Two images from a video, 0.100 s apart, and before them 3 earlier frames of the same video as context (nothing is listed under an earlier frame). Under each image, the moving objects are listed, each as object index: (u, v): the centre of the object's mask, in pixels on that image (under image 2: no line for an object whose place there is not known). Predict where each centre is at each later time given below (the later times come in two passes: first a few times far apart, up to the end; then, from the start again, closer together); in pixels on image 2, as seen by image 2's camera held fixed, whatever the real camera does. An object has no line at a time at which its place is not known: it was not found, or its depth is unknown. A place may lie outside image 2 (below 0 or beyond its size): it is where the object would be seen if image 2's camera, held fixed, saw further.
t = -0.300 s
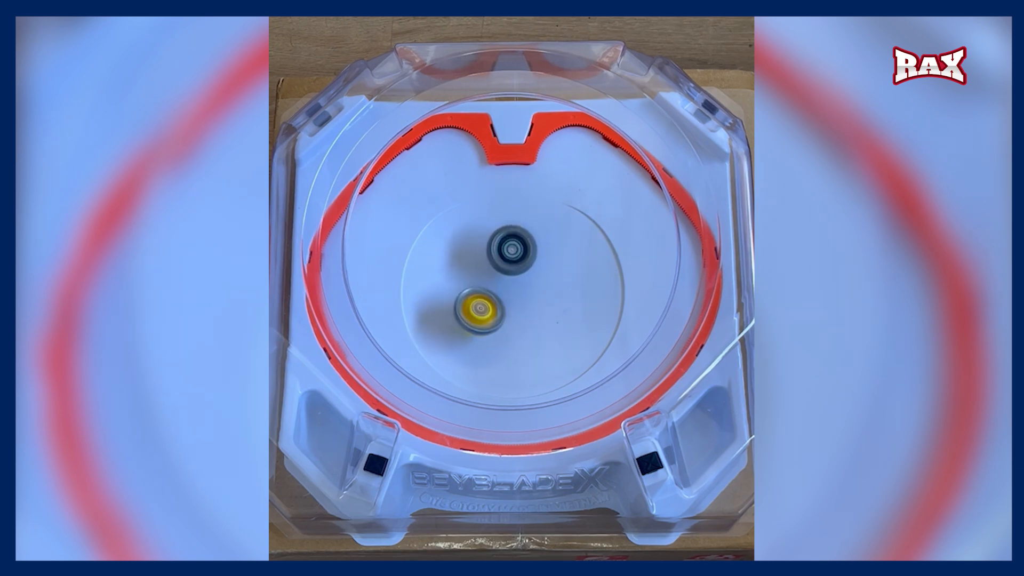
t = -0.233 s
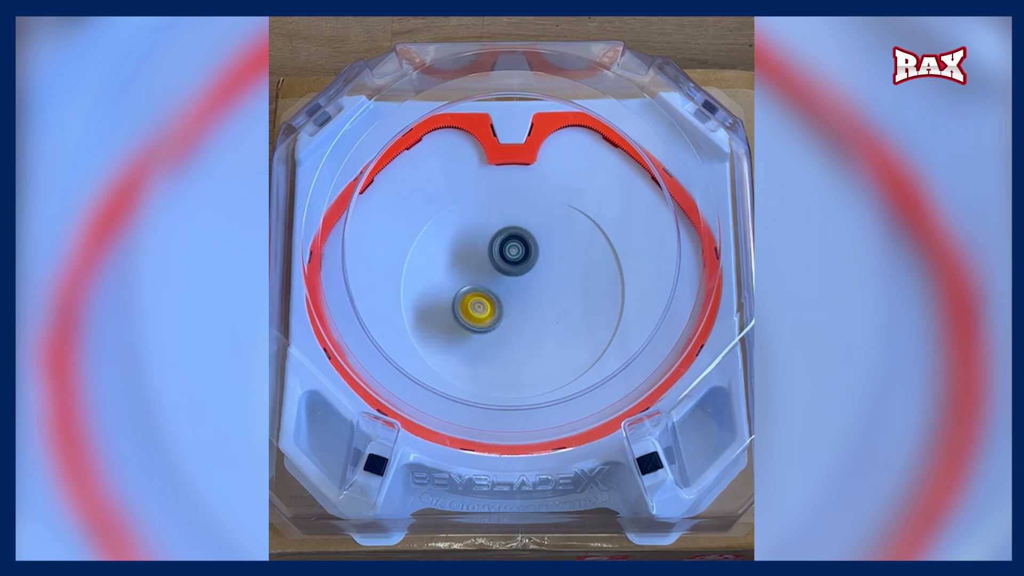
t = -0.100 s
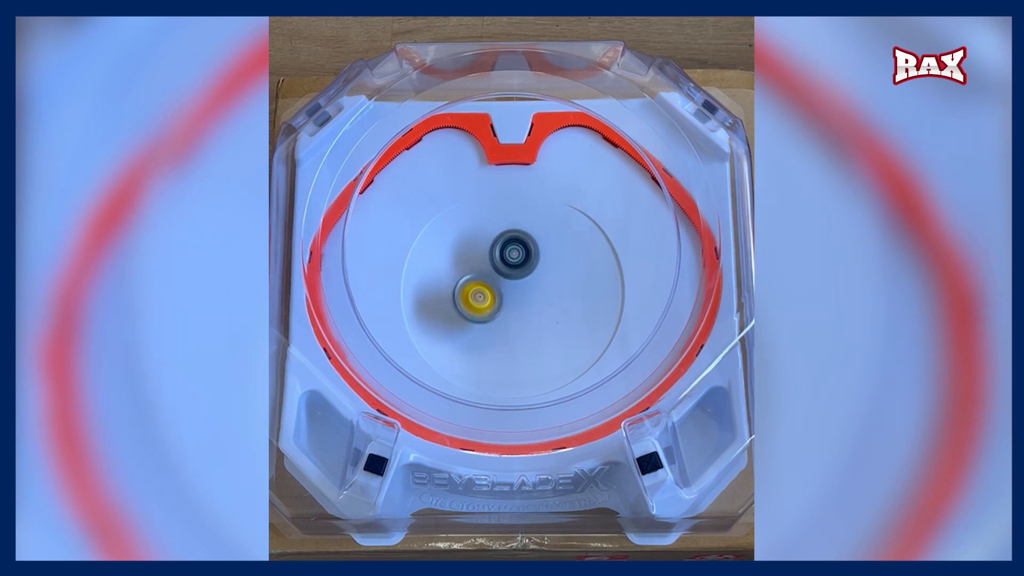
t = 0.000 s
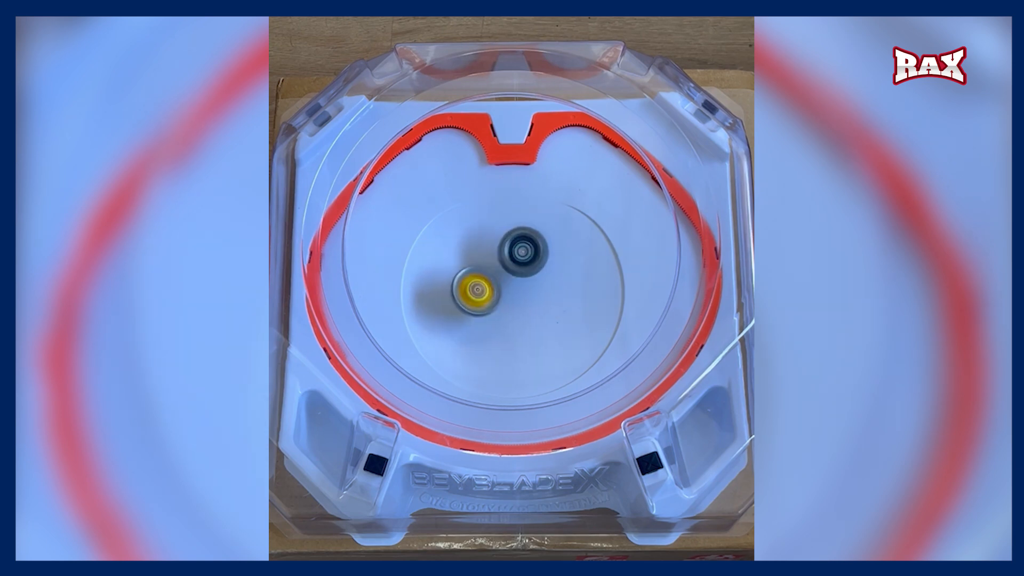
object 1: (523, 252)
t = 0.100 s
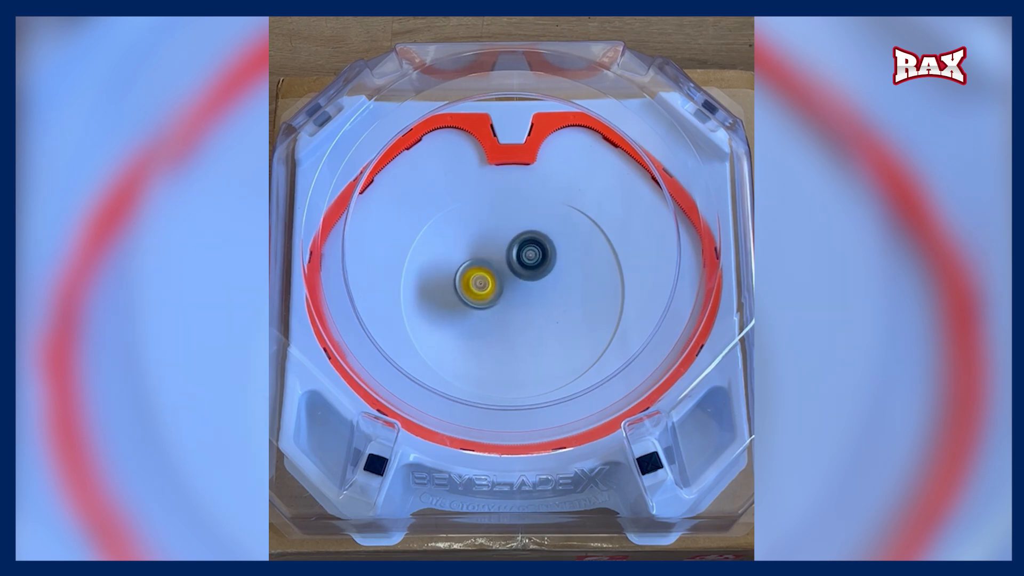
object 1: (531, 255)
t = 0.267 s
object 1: (556, 261)
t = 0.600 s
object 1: (575, 277)
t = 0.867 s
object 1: (571, 299)
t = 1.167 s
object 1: (608, 349)
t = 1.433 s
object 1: (536, 257)
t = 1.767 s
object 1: (494, 263)
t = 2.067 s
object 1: (513, 252)
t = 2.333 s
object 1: (541, 248)
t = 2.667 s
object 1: (563, 275)
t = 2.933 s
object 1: (547, 301)
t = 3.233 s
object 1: (605, 230)
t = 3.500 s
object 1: (606, 188)
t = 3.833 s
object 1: (623, 182)
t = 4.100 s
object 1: (614, 200)
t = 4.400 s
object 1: (558, 213)
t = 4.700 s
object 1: (482, 213)
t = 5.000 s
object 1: (440, 215)
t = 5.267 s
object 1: (440, 235)
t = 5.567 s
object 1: (465, 287)
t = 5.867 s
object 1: (489, 339)
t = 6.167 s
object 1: (503, 359)
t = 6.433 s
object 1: (518, 341)
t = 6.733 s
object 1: (547, 298)
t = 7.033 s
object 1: (578, 264)
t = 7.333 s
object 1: (581, 257)
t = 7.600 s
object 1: (553, 261)
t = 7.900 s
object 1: (505, 256)
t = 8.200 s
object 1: (478, 242)
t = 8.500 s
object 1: (485, 247)
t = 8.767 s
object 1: (500, 274)
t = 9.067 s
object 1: (480, 291)
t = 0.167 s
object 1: (534, 259)
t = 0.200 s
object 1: (543, 258)
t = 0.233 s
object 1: (551, 259)
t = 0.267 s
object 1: (556, 261)
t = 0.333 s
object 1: (561, 264)
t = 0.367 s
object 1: (562, 265)
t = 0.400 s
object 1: (564, 265)
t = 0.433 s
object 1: (566, 265)
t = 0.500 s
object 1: (573, 268)
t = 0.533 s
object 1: (575, 271)
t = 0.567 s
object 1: (575, 274)
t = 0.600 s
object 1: (575, 277)
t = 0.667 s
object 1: (572, 282)
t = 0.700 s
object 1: (571, 285)
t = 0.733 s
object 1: (575, 289)
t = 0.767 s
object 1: (577, 293)
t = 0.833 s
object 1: (573, 298)
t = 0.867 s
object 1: (571, 299)
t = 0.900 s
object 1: (568, 301)
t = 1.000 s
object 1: (591, 343)
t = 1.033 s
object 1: (605, 364)
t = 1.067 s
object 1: (617, 386)
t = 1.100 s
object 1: (621, 389)
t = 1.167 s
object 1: (608, 349)
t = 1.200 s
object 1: (602, 332)
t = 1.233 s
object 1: (594, 317)
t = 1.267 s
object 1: (587, 301)
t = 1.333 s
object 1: (567, 276)
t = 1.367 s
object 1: (556, 267)
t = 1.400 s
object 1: (546, 261)
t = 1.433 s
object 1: (536, 257)
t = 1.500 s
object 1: (515, 252)
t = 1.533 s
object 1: (506, 249)
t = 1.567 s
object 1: (497, 246)
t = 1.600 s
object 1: (490, 243)
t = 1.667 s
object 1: (483, 244)
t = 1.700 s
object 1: (487, 251)
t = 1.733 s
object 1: (491, 257)
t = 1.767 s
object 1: (494, 263)
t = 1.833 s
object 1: (499, 267)
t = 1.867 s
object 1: (501, 266)
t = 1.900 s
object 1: (502, 264)
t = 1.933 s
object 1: (504, 261)
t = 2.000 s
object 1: (508, 257)
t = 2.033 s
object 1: (510, 254)
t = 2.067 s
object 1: (513, 252)
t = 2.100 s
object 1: (516, 250)
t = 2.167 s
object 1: (523, 248)
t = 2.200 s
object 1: (527, 247)
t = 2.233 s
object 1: (530, 247)
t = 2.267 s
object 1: (534, 247)
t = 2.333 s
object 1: (541, 248)
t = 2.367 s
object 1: (545, 250)
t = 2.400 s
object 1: (549, 251)
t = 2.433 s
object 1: (552, 253)
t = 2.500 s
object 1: (557, 258)
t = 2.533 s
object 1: (559, 261)
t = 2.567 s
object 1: (561, 264)
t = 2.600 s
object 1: (562, 268)
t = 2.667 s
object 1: (563, 275)
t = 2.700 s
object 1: (563, 278)
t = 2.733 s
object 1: (562, 282)
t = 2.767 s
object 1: (561, 286)
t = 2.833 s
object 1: (557, 292)
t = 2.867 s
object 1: (554, 295)
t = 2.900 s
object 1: (551, 299)
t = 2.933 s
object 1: (547, 301)
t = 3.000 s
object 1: (539, 306)
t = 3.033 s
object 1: (535, 308)
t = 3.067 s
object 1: (530, 309)
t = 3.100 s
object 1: (542, 297)
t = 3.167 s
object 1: (579, 261)
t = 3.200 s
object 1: (594, 244)
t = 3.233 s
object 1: (605, 230)
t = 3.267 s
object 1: (610, 221)
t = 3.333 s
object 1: (602, 213)
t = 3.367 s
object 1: (600, 208)
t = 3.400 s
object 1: (600, 202)
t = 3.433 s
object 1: (601, 196)
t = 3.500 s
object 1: (606, 188)
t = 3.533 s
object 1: (609, 185)
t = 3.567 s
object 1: (611, 183)
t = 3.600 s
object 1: (613, 181)
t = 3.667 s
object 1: (617, 179)
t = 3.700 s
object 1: (619, 179)
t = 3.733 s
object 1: (620, 179)
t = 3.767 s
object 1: (622, 179)
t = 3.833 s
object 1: (623, 182)
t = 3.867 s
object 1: (624, 183)
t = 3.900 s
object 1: (624, 185)
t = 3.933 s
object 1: (624, 187)
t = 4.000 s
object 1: (621, 192)
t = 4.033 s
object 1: (619, 194)
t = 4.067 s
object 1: (617, 197)
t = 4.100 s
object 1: (614, 200)
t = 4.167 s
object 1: (607, 205)
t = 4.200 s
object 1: (603, 207)
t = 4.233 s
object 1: (598, 209)
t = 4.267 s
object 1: (591, 212)
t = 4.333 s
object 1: (575, 213)
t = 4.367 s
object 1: (567, 213)
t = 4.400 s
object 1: (558, 213)
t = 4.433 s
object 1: (549, 213)
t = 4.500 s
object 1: (531, 213)
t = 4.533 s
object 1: (522, 213)
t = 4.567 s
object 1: (514, 213)
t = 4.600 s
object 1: (505, 212)
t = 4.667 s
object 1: (490, 212)
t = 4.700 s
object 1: (482, 213)
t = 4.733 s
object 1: (476, 213)
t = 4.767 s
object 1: (469, 213)
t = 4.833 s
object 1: (458, 213)
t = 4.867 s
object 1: (453, 213)
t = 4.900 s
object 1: (449, 213)
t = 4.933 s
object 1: (445, 214)
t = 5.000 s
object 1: (440, 215)
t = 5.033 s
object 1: (439, 216)
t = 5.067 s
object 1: (437, 217)
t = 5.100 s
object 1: (437, 219)
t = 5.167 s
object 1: (437, 224)
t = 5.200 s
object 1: (438, 227)
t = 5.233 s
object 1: (439, 231)
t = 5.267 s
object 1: (440, 235)
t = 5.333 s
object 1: (444, 244)
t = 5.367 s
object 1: (447, 250)
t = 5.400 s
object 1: (449, 255)
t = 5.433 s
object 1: (452, 261)
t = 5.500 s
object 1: (458, 274)
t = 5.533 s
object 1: (461, 280)
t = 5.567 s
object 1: (465, 287)
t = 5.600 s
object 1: (468, 293)
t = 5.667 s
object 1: (474, 306)
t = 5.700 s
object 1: (477, 312)
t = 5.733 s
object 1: (480, 318)
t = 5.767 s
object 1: (482, 323)
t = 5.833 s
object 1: (487, 334)
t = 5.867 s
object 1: (489, 339)
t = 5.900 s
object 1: (491, 343)
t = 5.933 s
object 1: (493, 346)
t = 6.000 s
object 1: (496, 353)
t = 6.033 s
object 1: (498, 355)
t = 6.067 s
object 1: (499, 357)
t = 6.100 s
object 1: (500, 358)
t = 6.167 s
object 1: (503, 359)
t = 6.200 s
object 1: (505, 359)
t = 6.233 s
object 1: (507, 358)
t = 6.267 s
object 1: (508, 355)
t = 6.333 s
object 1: (512, 351)
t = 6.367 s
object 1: (513, 348)
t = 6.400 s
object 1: (516, 345)
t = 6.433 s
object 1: (518, 341)
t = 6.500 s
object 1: (523, 332)
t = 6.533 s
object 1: (526, 327)
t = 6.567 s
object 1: (529, 323)
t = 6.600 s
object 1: (532, 318)
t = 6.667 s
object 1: (539, 308)
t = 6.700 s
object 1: (543, 303)
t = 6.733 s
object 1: (547, 298)
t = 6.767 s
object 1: (551, 293)
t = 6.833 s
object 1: (558, 284)
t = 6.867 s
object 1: (562, 280)
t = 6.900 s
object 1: (565, 276)
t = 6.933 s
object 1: (569, 273)
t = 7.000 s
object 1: (575, 267)
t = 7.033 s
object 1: (578, 264)
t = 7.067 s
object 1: (580, 262)
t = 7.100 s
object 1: (582, 260)
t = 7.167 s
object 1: (584, 258)
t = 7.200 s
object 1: (584, 257)
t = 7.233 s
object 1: (584, 256)
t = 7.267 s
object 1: (584, 256)
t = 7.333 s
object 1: (581, 257)
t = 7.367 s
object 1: (579, 257)
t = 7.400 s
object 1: (577, 257)
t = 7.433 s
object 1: (574, 258)
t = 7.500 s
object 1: (567, 259)
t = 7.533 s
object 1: (562, 260)
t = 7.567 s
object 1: (558, 260)
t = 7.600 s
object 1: (553, 261)
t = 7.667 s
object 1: (542, 261)
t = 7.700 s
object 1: (537, 261)
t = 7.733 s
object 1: (531, 261)
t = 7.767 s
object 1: (526, 260)
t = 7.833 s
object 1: (515, 258)
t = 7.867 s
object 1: (510, 257)
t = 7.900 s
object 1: (505, 256)
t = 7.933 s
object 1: (501, 254)
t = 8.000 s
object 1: (493, 251)
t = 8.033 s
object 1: (489, 249)
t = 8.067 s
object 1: (486, 247)
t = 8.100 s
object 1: (483, 246)
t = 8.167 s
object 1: (480, 243)
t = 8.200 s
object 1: (478, 242)
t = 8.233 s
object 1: (478, 242)
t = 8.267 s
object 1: (477, 241)
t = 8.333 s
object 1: (478, 241)
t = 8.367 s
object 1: (479, 241)
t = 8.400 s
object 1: (480, 242)
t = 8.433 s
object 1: (481, 243)
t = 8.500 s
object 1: (485, 247)
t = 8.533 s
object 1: (486, 249)
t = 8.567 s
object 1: (488, 251)
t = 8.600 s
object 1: (490, 254)
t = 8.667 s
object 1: (495, 261)
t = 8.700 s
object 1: (497, 265)
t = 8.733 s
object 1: (499, 269)
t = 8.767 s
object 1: (500, 274)
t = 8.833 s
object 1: (504, 283)
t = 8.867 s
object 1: (505, 287)
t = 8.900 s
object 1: (498, 287)
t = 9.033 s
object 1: (483, 289)
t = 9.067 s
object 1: (480, 291)
